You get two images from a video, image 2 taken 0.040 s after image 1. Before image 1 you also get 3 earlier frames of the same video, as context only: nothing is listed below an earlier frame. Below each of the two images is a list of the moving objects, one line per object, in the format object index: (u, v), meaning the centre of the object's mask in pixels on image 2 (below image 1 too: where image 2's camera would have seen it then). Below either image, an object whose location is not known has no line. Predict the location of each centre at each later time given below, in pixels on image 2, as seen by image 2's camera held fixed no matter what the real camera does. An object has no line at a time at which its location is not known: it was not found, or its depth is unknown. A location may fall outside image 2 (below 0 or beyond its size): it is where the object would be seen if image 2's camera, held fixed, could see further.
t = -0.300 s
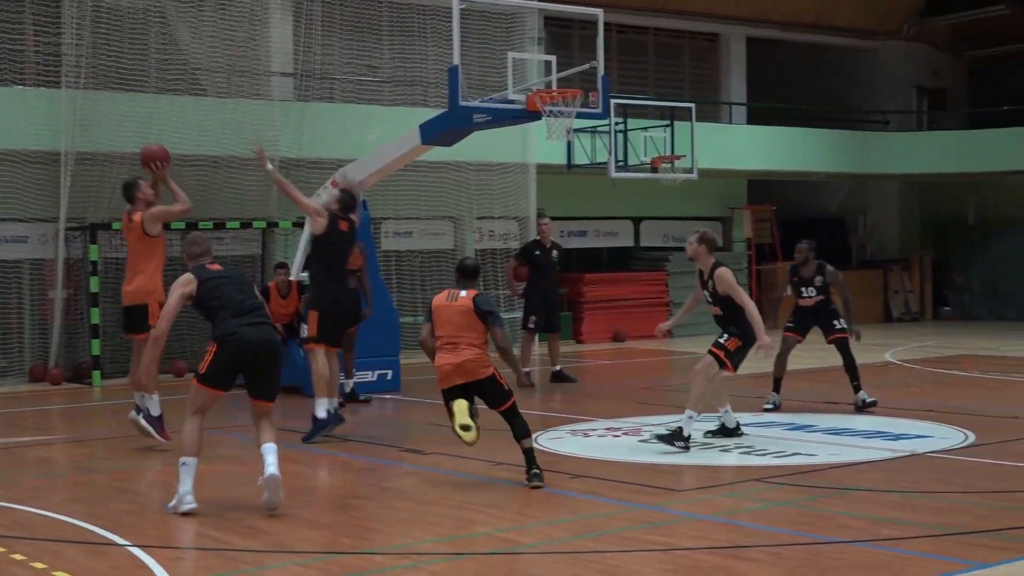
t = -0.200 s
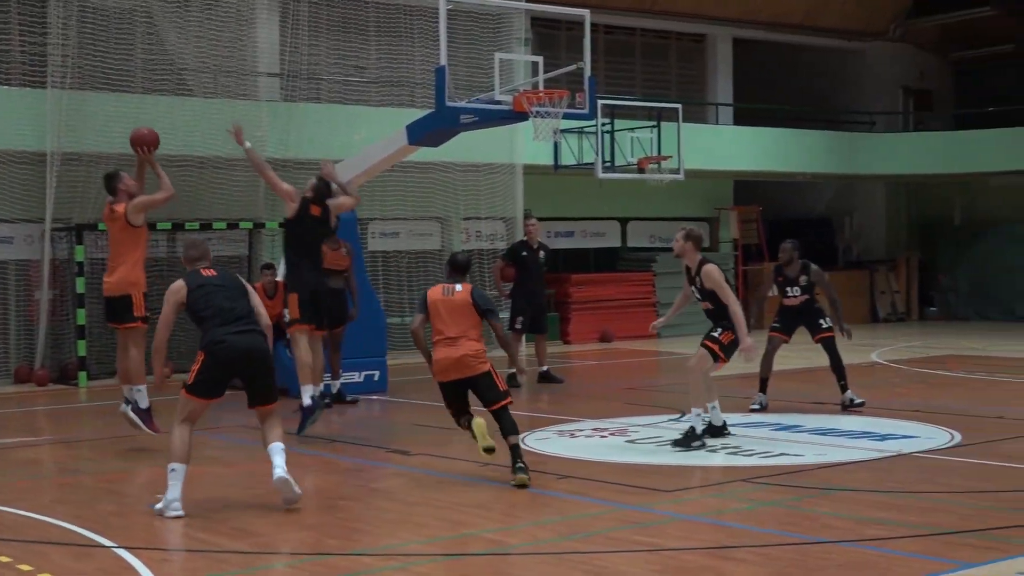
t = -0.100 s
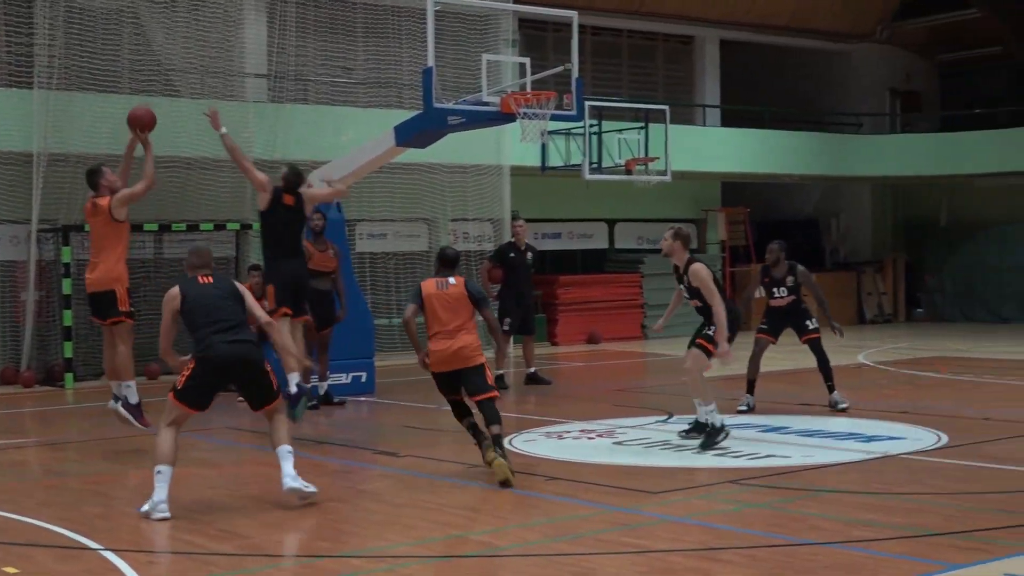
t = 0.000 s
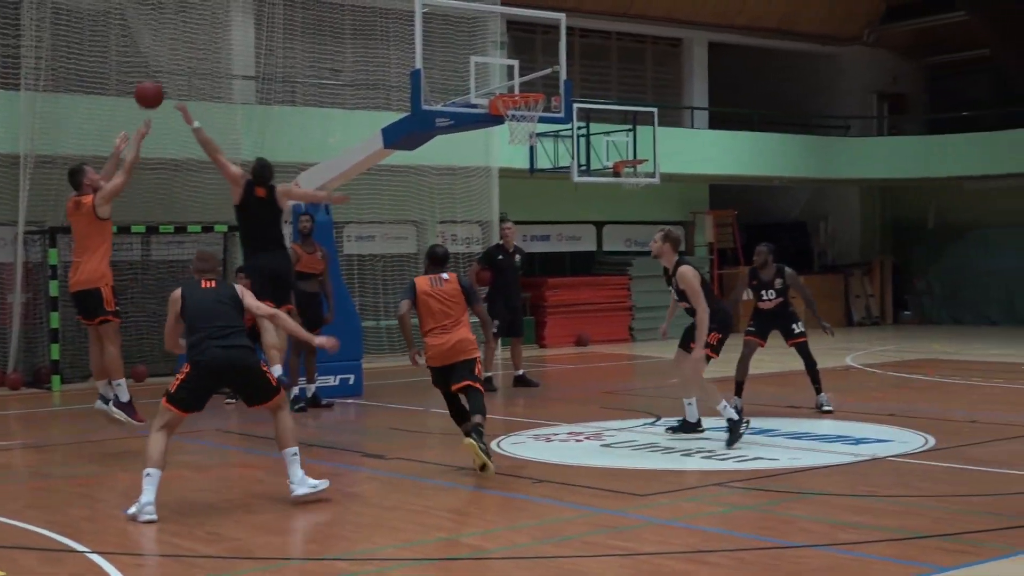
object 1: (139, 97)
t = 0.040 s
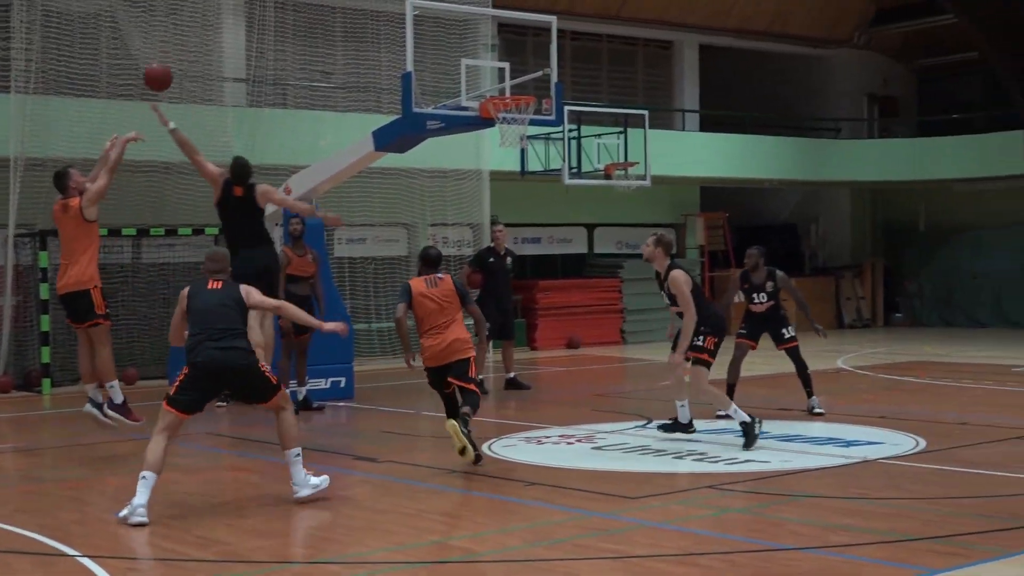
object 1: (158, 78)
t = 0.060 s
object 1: (167, 68)
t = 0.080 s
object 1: (176, 59)
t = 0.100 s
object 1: (186, 50)
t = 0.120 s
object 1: (194, 43)
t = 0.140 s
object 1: (203, 35)
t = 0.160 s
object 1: (211, 28)
